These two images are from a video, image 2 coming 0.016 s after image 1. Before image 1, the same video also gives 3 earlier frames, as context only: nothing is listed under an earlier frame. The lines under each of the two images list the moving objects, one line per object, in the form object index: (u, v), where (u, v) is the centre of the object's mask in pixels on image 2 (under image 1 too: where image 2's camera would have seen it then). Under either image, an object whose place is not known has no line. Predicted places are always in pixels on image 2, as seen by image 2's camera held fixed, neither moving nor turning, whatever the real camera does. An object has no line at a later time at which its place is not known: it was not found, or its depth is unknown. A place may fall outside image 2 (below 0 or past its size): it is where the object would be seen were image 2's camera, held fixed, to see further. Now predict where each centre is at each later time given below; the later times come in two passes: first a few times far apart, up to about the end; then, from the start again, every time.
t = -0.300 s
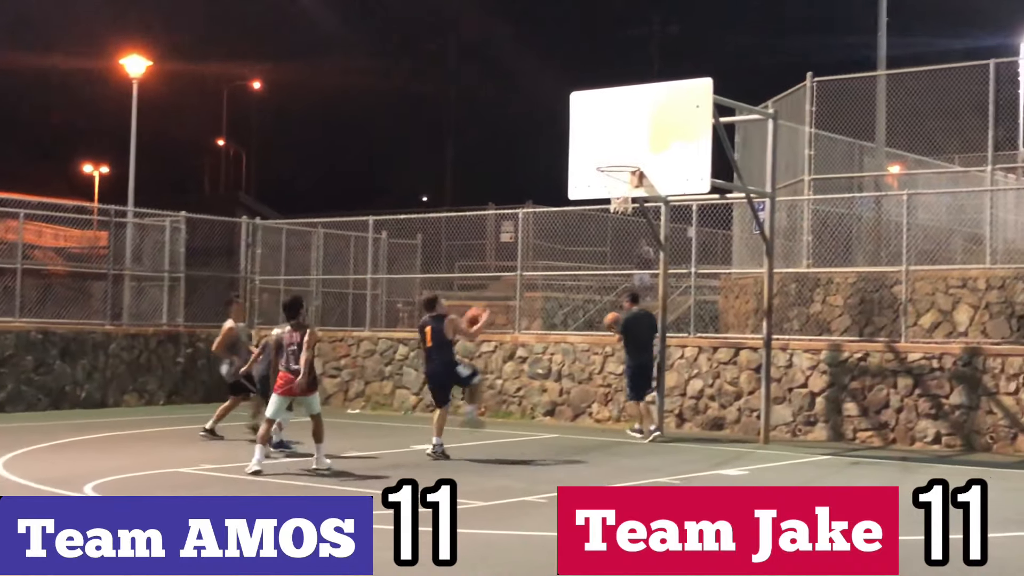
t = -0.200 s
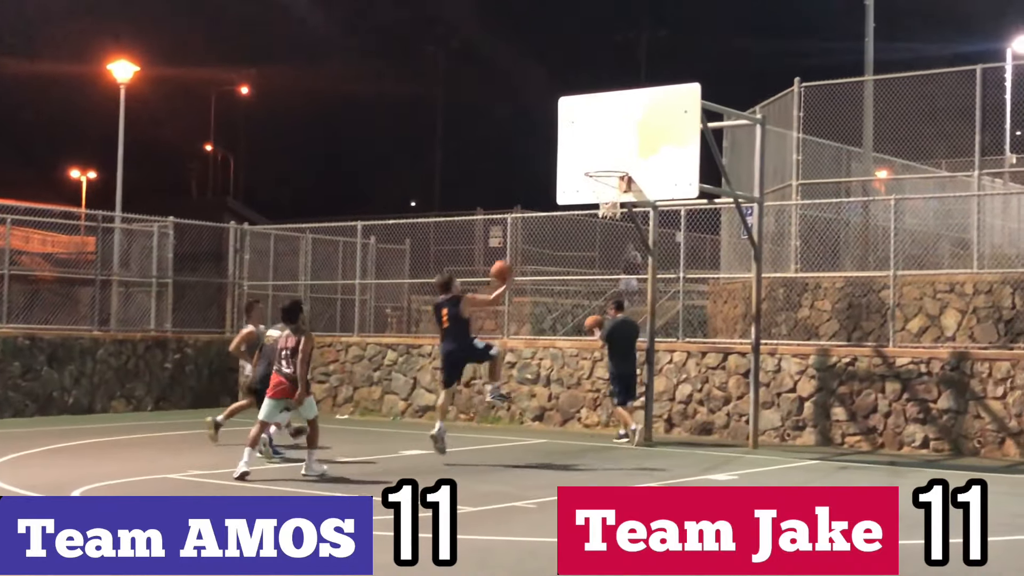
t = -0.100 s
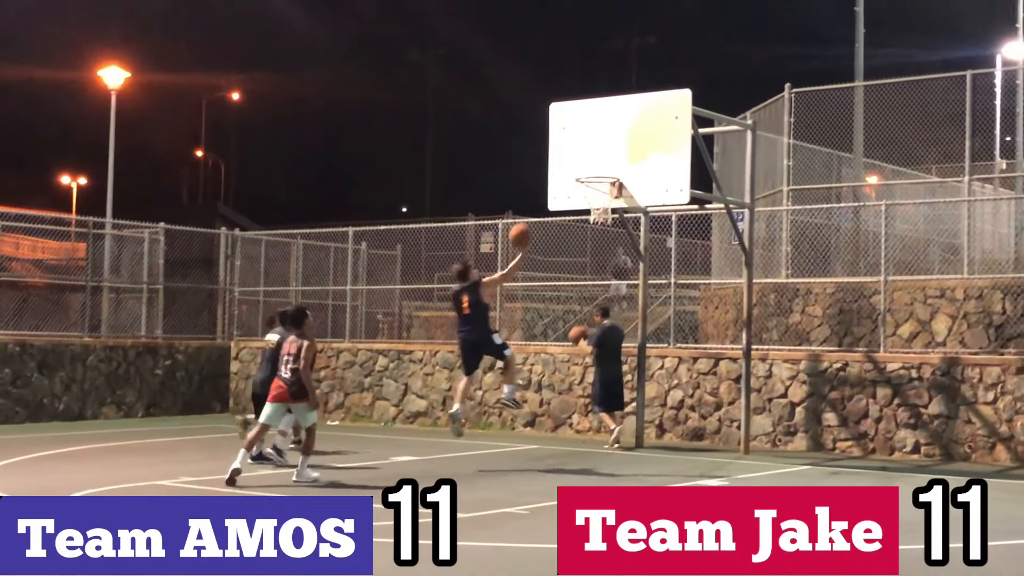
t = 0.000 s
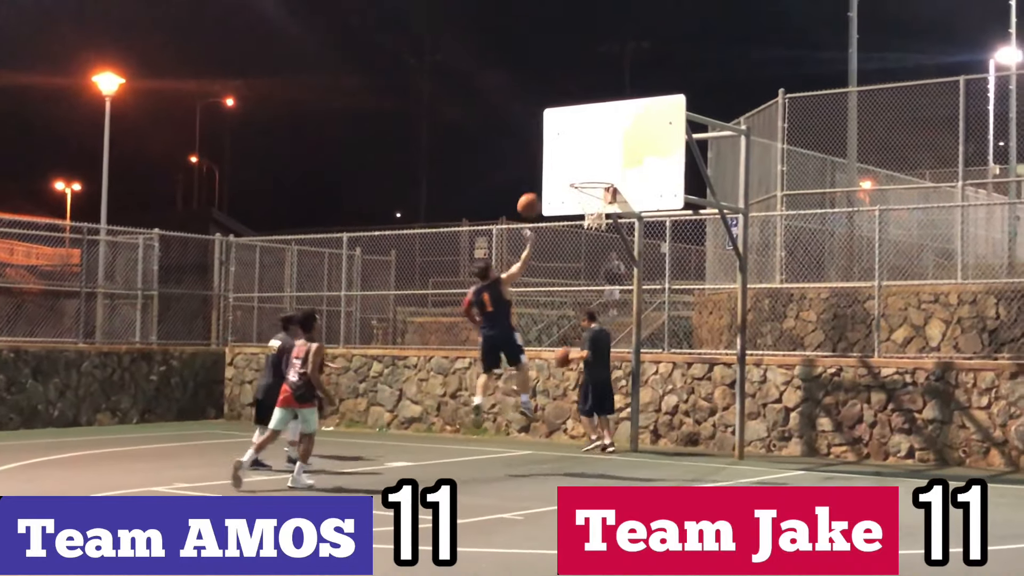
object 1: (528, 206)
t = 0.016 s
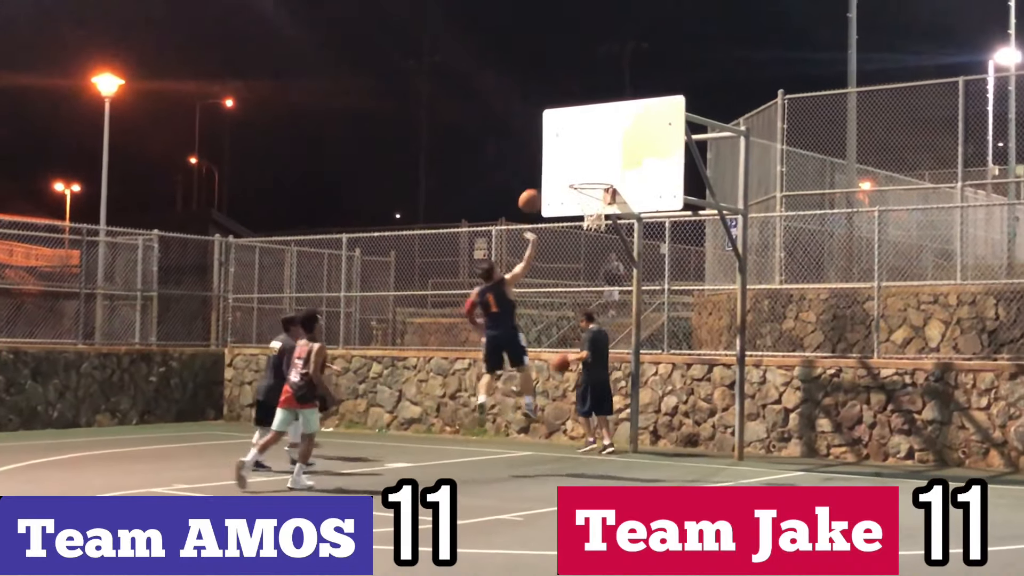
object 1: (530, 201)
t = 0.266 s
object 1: (558, 156)
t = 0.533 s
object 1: (584, 171)
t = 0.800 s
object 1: (602, 218)
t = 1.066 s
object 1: (605, 277)
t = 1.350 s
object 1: (607, 414)
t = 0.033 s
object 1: (531, 196)
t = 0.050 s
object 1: (533, 192)
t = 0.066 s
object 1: (535, 188)
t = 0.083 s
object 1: (537, 184)
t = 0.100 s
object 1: (539, 180)
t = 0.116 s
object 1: (540, 176)
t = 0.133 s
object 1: (542, 173)
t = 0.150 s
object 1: (544, 170)
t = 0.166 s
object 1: (546, 167)
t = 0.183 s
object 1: (548, 165)
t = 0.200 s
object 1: (550, 163)
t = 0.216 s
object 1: (552, 161)
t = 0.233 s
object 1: (554, 159)
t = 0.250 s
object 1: (556, 158)
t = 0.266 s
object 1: (558, 156)
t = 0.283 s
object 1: (560, 155)
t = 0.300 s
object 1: (561, 155)
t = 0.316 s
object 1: (563, 154)
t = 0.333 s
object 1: (565, 154)
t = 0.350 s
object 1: (566, 154)
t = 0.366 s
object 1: (568, 155)
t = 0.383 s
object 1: (570, 155)
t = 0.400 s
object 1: (571, 156)
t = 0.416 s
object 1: (573, 157)
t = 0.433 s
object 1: (575, 158)
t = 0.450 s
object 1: (576, 160)
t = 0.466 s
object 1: (578, 162)
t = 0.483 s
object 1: (580, 164)
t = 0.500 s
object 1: (581, 166)
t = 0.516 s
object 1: (583, 168)
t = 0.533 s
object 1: (584, 171)
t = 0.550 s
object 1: (586, 174)
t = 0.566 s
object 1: (588, 177)
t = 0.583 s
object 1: (589, 181)
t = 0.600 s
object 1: (590, 185)
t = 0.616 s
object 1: (592, 188)
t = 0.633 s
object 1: (593, 192)
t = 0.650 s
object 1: (595, 197)
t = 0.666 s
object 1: (596, 201)
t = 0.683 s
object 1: (598, 206)
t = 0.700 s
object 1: (599, 209)
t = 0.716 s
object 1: (600, 211)
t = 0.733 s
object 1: (600, 212)
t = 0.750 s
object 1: (598, 213)
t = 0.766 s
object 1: (600, 215)
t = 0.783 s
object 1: (601, 217)
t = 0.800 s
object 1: (602, 218)
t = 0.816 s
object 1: (602, 220)
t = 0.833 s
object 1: (602, 222)
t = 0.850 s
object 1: (602, 225)
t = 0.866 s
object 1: (603, 226)
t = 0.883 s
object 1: (603, 229)
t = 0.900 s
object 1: (603, 233)
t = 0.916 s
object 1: (603, 237)
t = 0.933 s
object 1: (604, 241)
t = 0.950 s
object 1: (604, 244)
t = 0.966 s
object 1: (604, 249)
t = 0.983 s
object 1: (604, 253)
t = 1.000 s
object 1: (604, 258)
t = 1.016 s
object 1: (605, 263)
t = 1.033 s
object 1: (606, 268)
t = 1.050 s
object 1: (606, 273)
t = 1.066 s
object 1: (605, 277)
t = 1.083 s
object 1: (605, 284)
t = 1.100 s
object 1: (605, 291)
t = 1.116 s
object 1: (606, 297)
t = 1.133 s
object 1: (606, 303)
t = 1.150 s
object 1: (606, 311)
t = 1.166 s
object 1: (606, 317)
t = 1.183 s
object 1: (606, 325)
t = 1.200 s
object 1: (607, 332)
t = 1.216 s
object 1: (606, 341)
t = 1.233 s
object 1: (607, 349)
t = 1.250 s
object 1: (607, 358)
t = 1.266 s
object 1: (607, 366)
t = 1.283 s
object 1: (607, 374)
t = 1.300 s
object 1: (607, 385)
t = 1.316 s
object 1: (607, 395)
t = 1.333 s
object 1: (607, 404)
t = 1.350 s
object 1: (607, 414)
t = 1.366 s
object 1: (607, 424)
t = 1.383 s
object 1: (607, 434)
